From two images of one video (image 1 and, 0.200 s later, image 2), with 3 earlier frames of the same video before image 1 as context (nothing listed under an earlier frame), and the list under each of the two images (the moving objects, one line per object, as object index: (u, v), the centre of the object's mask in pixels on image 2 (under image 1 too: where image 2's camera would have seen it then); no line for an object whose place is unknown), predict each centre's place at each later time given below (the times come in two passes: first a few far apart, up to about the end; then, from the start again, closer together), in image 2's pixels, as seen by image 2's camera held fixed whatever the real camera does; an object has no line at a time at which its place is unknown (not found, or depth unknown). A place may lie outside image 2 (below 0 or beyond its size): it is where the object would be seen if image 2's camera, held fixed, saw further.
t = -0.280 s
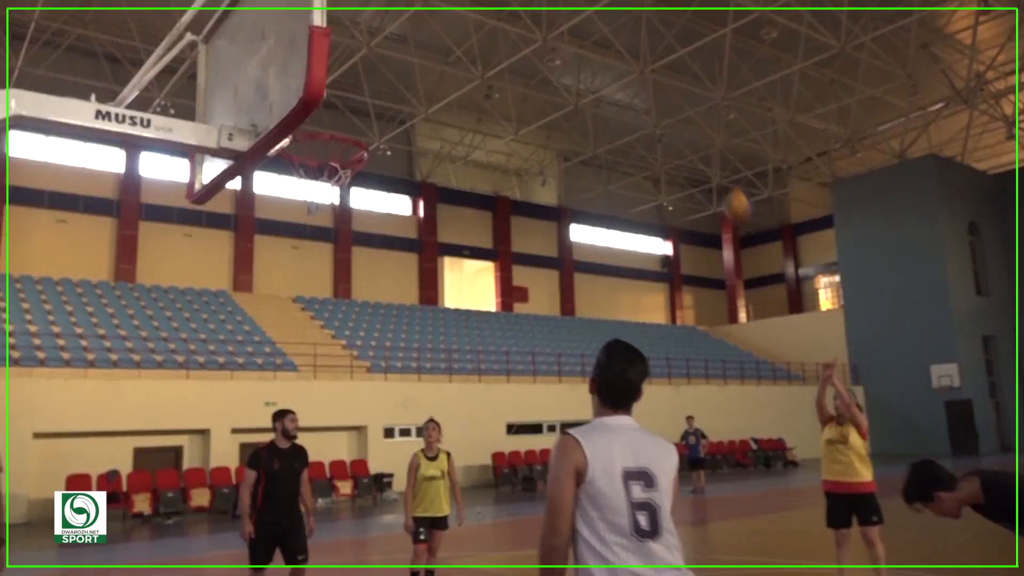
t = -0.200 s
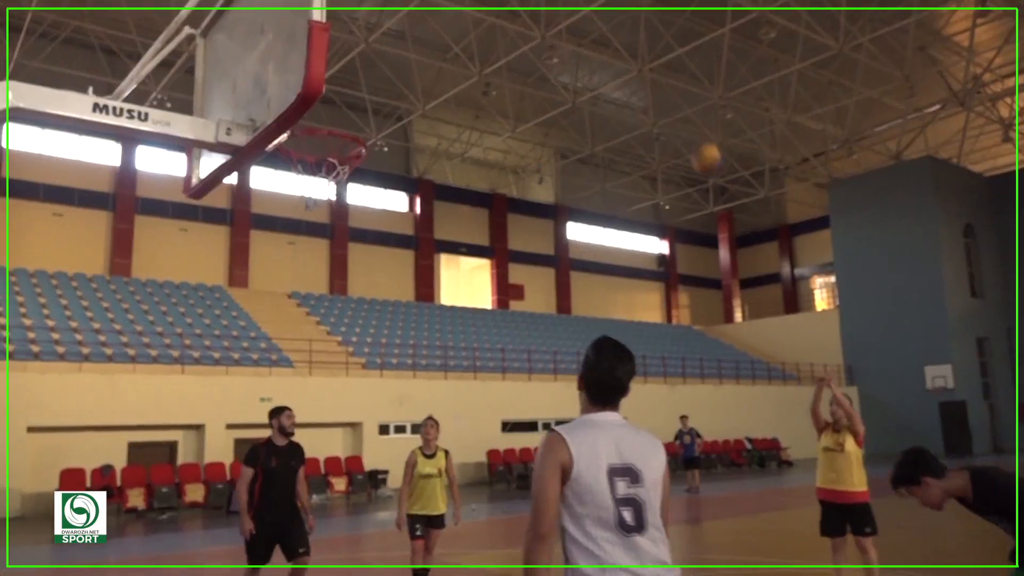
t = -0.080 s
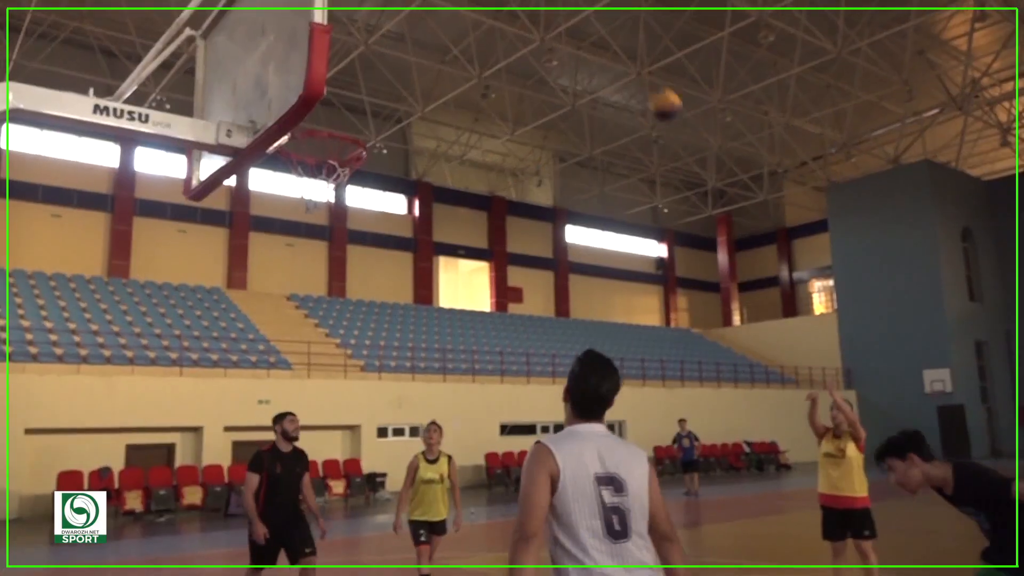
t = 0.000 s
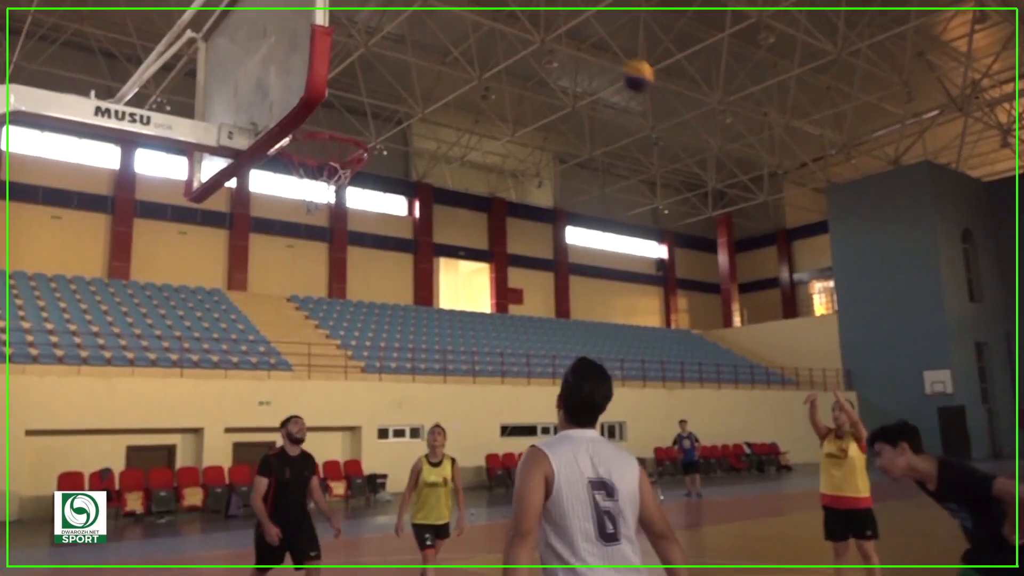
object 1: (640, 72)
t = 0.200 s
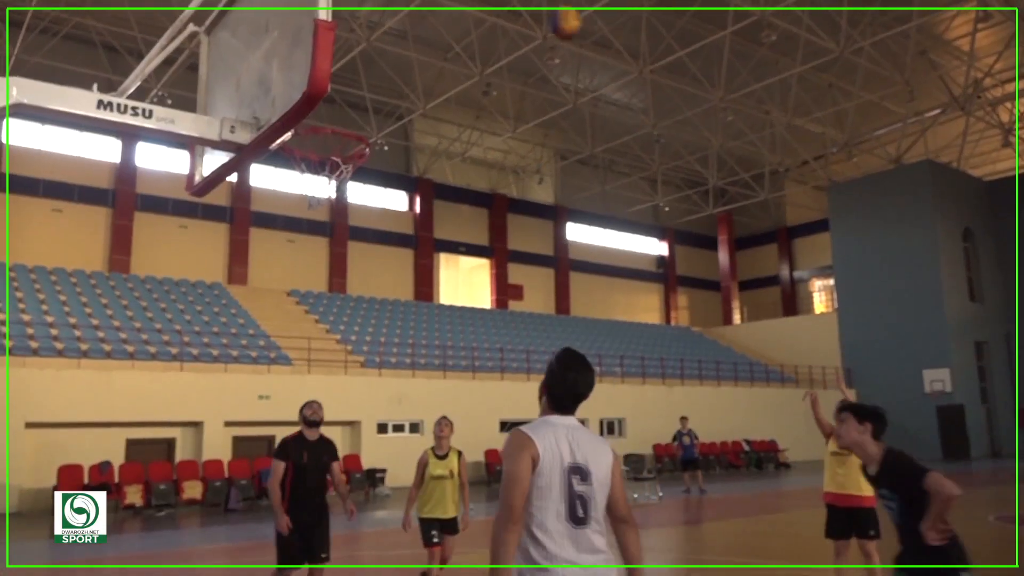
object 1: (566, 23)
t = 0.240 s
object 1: (550, 19)
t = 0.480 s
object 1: (441, 42)
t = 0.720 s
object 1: (308, 164)
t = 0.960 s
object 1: (314, 229)
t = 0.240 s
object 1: (550, 19)
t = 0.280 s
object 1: (533, 18)
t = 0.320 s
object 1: (518, 20)
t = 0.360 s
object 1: (498, 22)
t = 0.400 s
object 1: (479, 25)
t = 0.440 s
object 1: (461, 31)
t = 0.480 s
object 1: (441, 42)
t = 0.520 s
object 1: (421, 55)
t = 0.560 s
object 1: (398, 69)
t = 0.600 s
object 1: (376, 88)
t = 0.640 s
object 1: (355, 110)
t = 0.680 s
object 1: (327, 133)
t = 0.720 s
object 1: (308, 164)
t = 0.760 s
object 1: (303, 172)
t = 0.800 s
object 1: (304, 180)
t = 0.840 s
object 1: (308, 187)
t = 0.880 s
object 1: (309, 198)
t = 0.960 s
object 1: (314, 229)
